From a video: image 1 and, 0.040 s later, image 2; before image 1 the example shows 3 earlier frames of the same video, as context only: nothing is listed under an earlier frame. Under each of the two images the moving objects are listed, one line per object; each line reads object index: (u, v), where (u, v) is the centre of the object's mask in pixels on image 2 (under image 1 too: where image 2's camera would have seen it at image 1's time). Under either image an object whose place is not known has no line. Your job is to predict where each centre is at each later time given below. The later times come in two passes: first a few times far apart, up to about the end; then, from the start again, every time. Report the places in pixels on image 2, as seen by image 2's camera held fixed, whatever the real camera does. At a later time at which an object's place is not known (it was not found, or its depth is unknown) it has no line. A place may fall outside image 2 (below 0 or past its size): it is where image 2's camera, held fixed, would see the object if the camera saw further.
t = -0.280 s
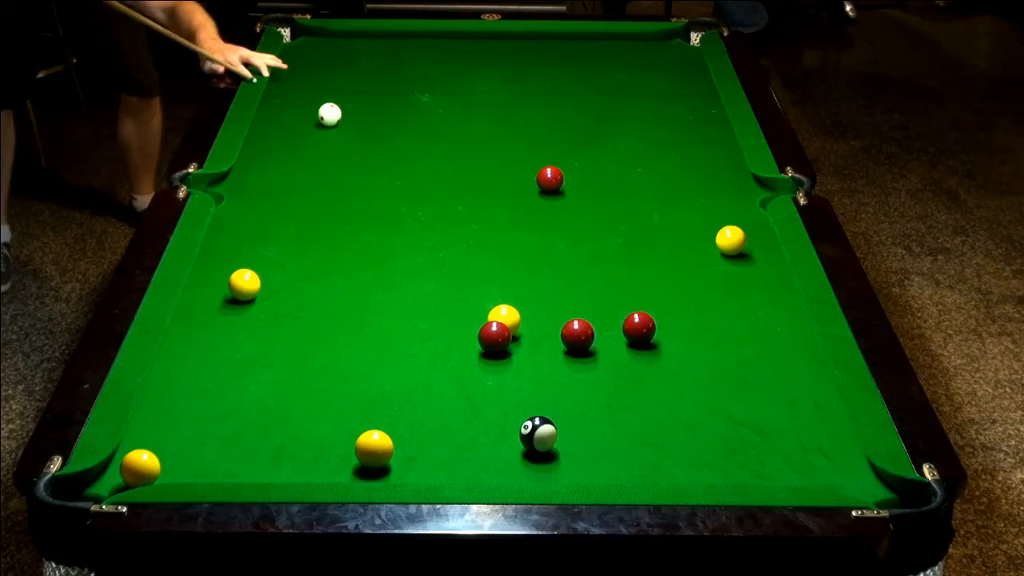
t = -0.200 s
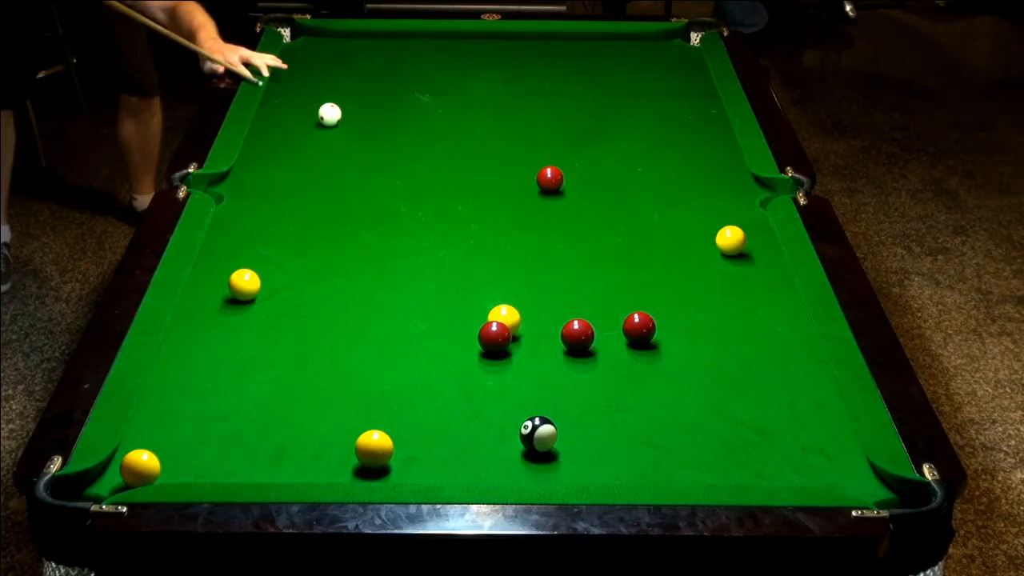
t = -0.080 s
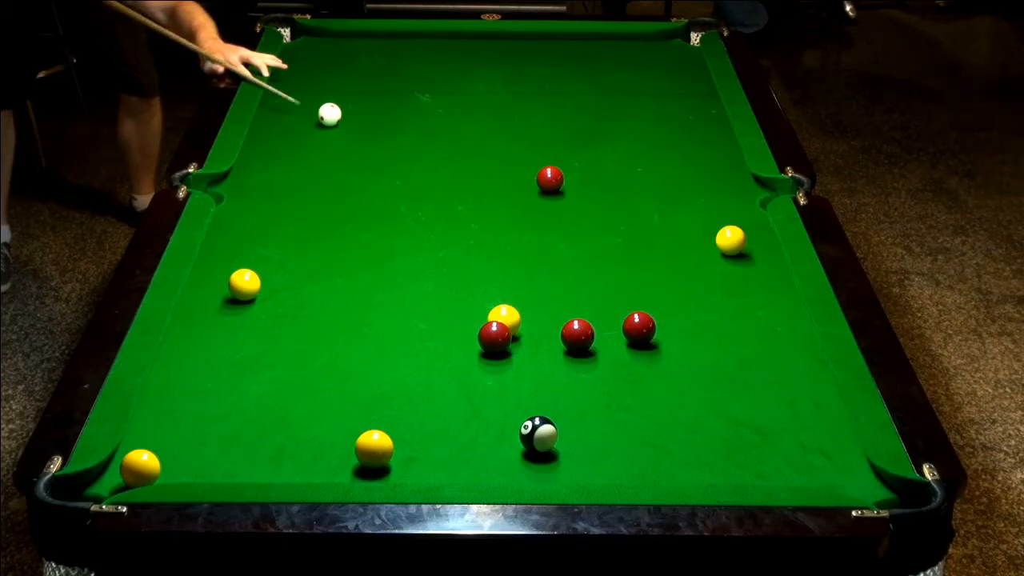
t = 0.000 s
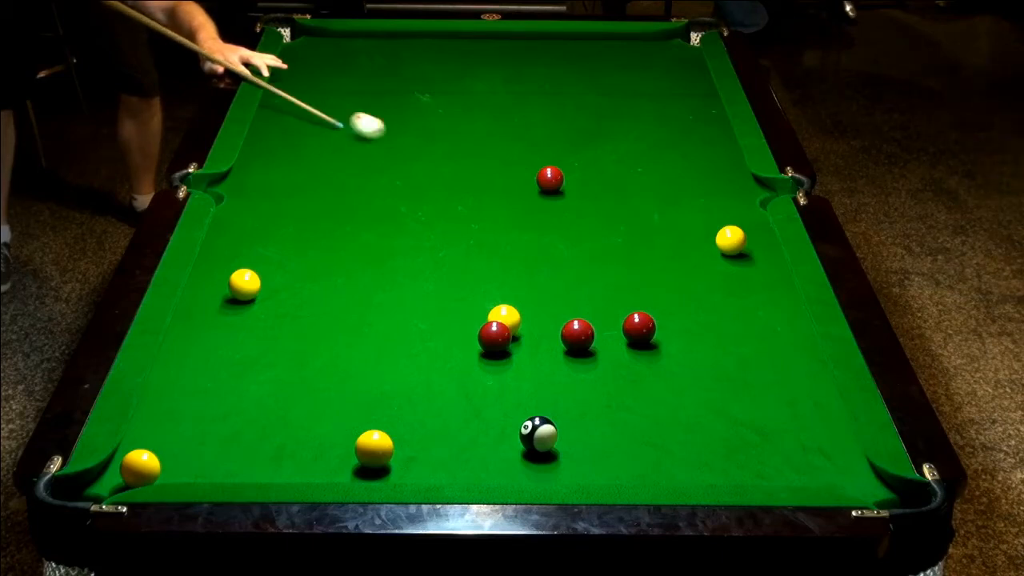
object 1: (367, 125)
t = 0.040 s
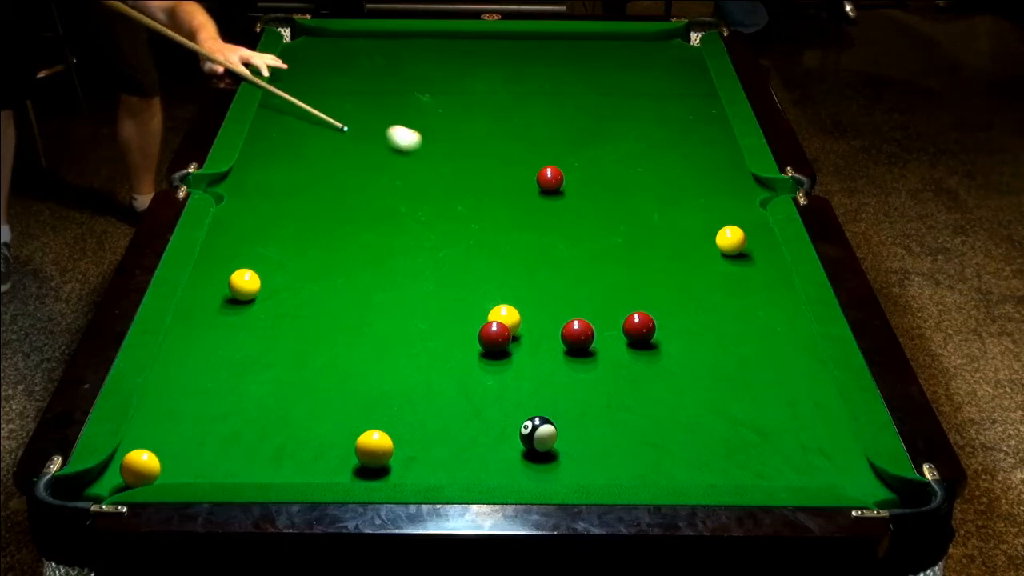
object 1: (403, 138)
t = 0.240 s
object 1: (515, 195)
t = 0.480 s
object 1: (483, 240)
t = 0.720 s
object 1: (446, 286)
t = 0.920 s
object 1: (413, 327)
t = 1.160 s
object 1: (368, 381)
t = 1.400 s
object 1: (319, 440)
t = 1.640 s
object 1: (267, 462)
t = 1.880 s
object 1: (223, 425)
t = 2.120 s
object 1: (184, 393)
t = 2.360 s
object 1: (180, 366)
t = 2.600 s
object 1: (213, 346)
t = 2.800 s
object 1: (238, 331)
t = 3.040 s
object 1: (265, 313)
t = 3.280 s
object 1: (287, 299)
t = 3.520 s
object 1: (306, 287)
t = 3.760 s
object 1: (322, 276)
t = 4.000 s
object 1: (336, 267)
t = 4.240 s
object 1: (347, 259)
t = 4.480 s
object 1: (357, 252)
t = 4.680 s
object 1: (364, 247)
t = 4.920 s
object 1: (371, 243)
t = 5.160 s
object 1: (376, 240)
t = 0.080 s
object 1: (440, 150)
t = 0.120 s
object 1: (477, 163)
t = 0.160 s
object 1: (514, 175)
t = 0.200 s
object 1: (520, 186)
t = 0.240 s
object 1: (515, 195)
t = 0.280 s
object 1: (510, 204)
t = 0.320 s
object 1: (505, 212)
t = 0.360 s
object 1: (500, 219)
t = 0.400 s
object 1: (494, 226)
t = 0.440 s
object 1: (488, 233)
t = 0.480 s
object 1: (483, 240)
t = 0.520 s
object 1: (477, 247)
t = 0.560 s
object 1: (471, 255)
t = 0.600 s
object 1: (465, 262)
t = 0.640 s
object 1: (459, 270)
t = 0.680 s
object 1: (452, 278)
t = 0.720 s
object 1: (446, 286)
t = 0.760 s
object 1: (440, 294)
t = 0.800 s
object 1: (433, 302)
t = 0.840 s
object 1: (427, 310)
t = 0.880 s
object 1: (420, 319)
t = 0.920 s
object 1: (413, 327)
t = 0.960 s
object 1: (405, 336)
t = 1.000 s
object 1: (398, 344)
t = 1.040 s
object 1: (391, 354)
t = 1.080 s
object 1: (384, 363)
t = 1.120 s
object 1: (376, 372)
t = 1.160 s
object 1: (368, 381)
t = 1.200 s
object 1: (360, 391)
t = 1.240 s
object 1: (352, 400)
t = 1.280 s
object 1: (344, 410)
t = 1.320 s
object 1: (336, 420)
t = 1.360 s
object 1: (328, 430)
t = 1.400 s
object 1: (319, 440)
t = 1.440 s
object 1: (310, 451)
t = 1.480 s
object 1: (301, 461)
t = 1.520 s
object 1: (292, 468)
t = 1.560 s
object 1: (283, 471)
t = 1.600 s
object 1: (274, 466)
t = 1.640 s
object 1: (267, 462)
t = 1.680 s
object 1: (260, 455)
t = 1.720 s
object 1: (252, 449)
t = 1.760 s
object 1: (245, 443)
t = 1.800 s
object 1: (237, 437)
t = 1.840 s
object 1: (230, 431)
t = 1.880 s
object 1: (223, 425)
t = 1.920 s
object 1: (217, 420)
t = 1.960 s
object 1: (210, 414)
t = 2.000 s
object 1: (203, 409)
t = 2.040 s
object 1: (197, 403)
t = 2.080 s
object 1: (191, 398)
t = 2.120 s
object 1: (184, 393)
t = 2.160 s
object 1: (178, 388)
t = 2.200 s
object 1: (172, 383)
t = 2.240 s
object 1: (166, 378)
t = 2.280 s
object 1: (168, 374)
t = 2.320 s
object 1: (174, 370)
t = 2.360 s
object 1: (180, 366)
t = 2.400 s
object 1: (186, 363)
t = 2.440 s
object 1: (192, 359)
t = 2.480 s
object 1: (197, 356)
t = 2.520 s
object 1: (202, 352)
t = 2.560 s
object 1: (208, 349)
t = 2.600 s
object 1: (213, 346)
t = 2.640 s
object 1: (218, 342)
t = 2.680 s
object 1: (223, 339)
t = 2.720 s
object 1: (229, 336)
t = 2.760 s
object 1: (233, 333)
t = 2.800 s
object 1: (238, 331)
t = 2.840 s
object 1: (243, 327)
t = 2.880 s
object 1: (248, 324)
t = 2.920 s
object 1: (252, 322)
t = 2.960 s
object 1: (257, 319)
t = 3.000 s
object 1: (261, 316)
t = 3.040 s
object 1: (265, 313)
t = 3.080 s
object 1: (269, 312)
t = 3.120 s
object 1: (273, 309)
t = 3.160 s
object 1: (277, 306)
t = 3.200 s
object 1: (280, 305)
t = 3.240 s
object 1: (284, 301)
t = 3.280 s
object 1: (287, 299)
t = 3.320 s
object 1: (290, 298)
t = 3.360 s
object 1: (294, 295)
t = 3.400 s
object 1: (296, 293)
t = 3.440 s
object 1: (300, 291)
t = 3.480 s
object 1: (303, 289)
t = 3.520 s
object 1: (306, 287)
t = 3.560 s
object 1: (309, 285)
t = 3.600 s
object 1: (312, 283)
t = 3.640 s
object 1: (314, 281)
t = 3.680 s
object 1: (317, 280)
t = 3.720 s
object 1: (319, 278)
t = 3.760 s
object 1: (322, 276)
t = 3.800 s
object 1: (324, 274)
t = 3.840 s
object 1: (326, 273)
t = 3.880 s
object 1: (329, 271)
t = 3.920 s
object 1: (331, 269)
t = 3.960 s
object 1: (333, 268)
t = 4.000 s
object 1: (336, 267)
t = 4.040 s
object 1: (338, 265)
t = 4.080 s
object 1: (340, 264)
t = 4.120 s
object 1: (342, 263)
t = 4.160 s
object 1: (344, 261)
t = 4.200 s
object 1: (345, 260)
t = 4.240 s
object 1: (347, 259)
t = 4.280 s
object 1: (349, 257)
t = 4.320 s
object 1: (351, 256)
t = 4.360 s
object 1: (352, 255)
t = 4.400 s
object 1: (354, 254)
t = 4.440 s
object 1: (355, 253)
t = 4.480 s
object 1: (357, 252)
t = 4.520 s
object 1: (358, 251)
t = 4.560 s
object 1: (360, 250)
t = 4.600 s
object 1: (361, 249)
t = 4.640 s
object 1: (363, 248)
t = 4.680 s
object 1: (364, 247)
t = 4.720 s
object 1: (365, 246)
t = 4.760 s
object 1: (366, 246)
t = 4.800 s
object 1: (367, 245)
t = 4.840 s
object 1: (369, 244)
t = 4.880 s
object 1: (370, 244)
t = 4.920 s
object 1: (371, 243)
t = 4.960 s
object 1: (372, 242)
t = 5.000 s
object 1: (373, 242)
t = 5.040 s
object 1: (374, 241)
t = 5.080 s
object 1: (375, 240)
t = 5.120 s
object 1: (375, 240)
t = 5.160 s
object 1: (376, 240)
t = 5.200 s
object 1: (376, 239)
